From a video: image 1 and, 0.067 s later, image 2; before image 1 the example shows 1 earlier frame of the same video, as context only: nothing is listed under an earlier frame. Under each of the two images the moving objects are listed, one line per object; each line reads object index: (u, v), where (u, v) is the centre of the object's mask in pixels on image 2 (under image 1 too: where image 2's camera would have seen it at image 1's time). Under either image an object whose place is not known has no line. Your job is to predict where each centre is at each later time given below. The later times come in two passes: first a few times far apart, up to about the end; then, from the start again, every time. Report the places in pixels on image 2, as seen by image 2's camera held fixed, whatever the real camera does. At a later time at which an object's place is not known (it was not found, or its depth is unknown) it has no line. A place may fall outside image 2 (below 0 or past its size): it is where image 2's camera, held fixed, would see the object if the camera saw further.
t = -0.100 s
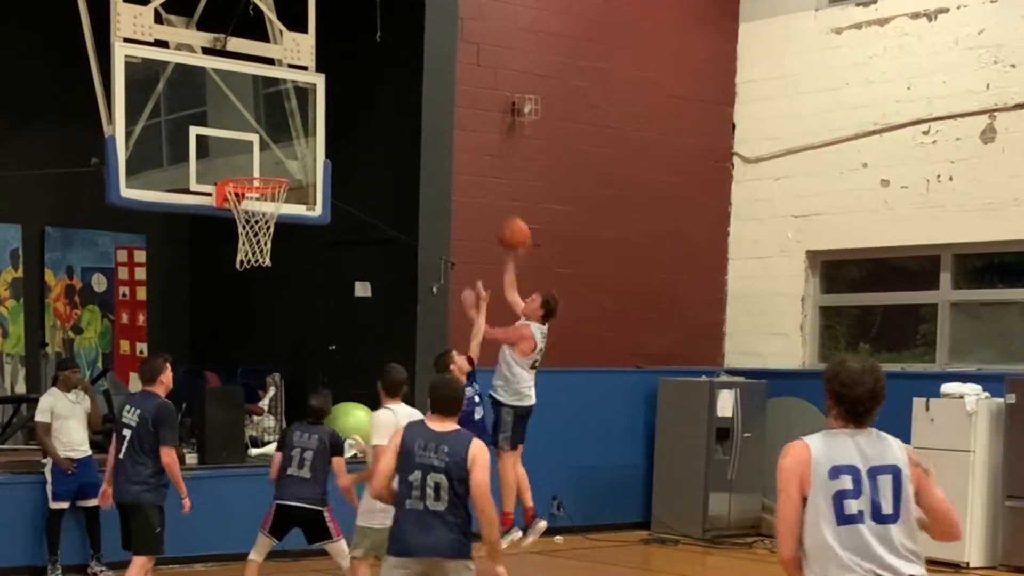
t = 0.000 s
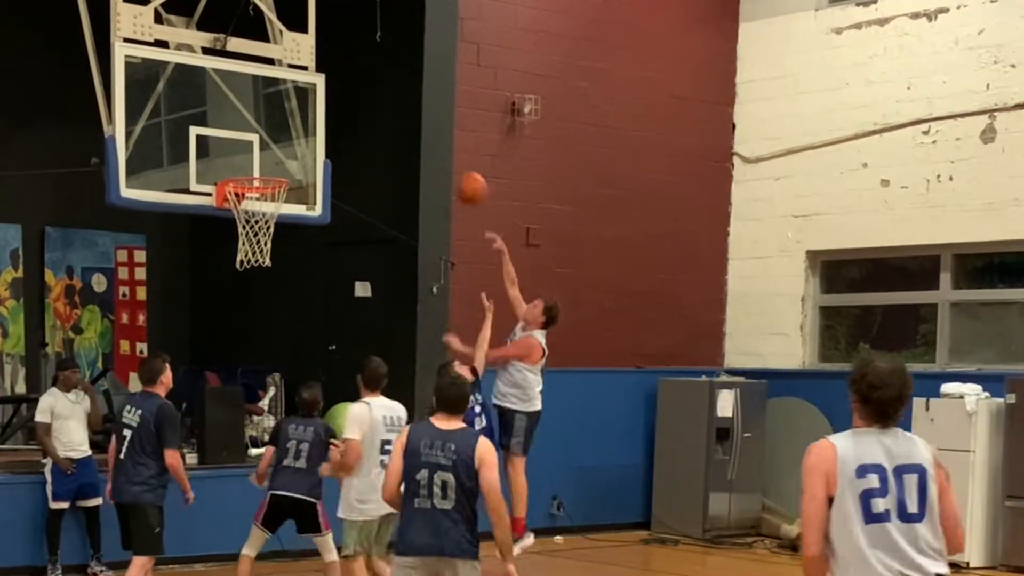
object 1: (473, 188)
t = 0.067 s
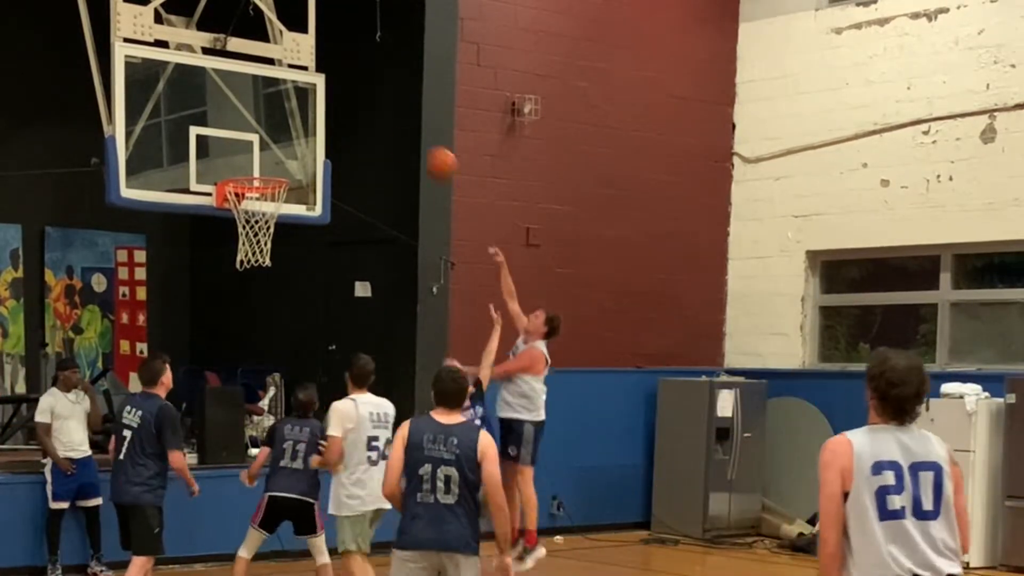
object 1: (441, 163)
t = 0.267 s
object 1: (345, 125)
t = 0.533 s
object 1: (264, 144)
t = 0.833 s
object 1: (272, 232)
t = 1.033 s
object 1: (271, 285)
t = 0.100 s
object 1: (424, 153)
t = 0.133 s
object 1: (408, 145)
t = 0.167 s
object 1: (393, 138)
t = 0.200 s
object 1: (377, 132)
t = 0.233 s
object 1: (361, 128)
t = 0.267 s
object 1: (345, 125)
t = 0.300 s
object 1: (331, 124)
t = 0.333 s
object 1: (315, 124)
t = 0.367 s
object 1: (298, 125)
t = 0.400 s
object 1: (281, 128)
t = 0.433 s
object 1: (273, 132)
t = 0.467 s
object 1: (270, 134)
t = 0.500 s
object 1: (267, 138)
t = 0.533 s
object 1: (264, 144)
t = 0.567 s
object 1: (261, 151)
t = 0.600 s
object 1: (258, 160)
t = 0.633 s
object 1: (256, 167)
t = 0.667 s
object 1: (254, 173)
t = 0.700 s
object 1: (258, 192)
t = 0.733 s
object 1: (261, 200)
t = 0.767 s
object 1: (267, 210)
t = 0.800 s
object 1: (270, 225)
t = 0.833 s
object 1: (272, 232)
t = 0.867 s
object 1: (272, 239)
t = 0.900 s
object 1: (268, 251)
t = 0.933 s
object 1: (270, 254)
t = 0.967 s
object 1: (271, 262)
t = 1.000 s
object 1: (271, 273)
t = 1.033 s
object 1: (271, 285)
